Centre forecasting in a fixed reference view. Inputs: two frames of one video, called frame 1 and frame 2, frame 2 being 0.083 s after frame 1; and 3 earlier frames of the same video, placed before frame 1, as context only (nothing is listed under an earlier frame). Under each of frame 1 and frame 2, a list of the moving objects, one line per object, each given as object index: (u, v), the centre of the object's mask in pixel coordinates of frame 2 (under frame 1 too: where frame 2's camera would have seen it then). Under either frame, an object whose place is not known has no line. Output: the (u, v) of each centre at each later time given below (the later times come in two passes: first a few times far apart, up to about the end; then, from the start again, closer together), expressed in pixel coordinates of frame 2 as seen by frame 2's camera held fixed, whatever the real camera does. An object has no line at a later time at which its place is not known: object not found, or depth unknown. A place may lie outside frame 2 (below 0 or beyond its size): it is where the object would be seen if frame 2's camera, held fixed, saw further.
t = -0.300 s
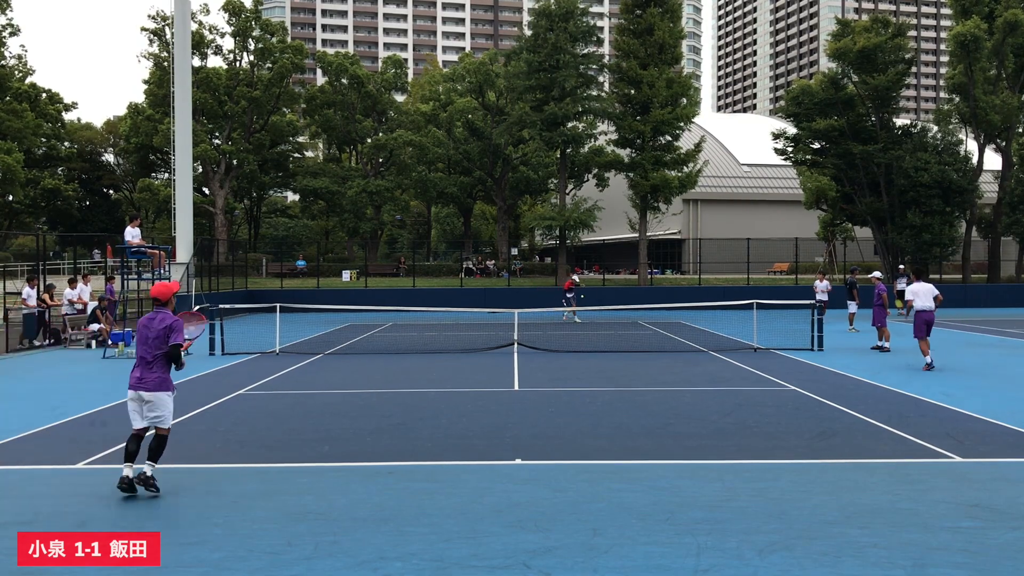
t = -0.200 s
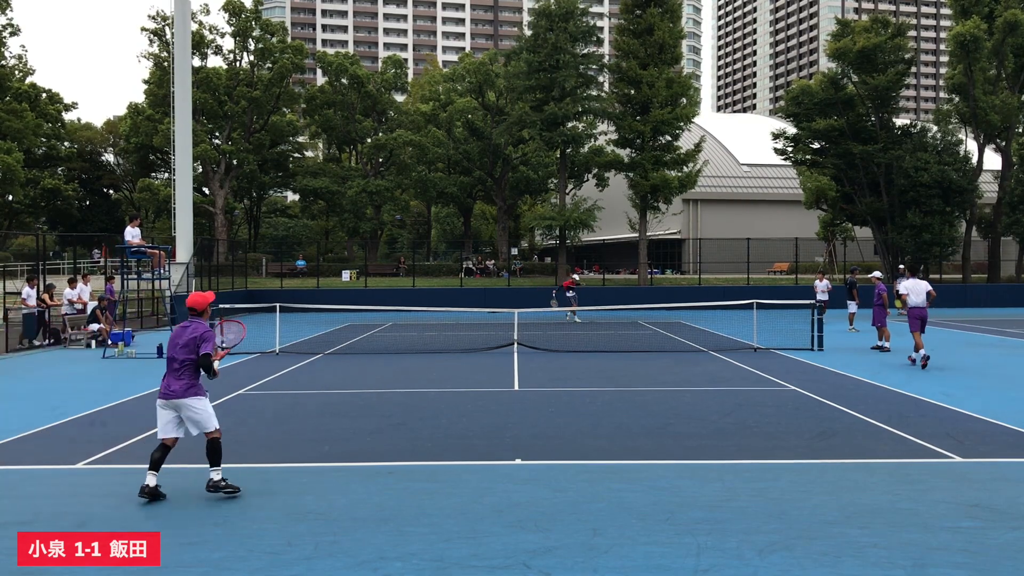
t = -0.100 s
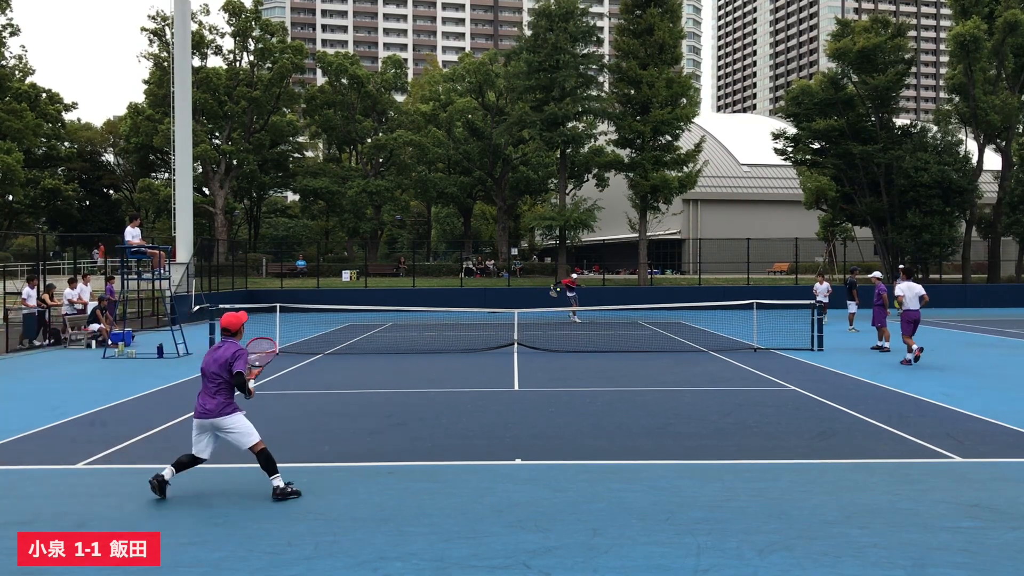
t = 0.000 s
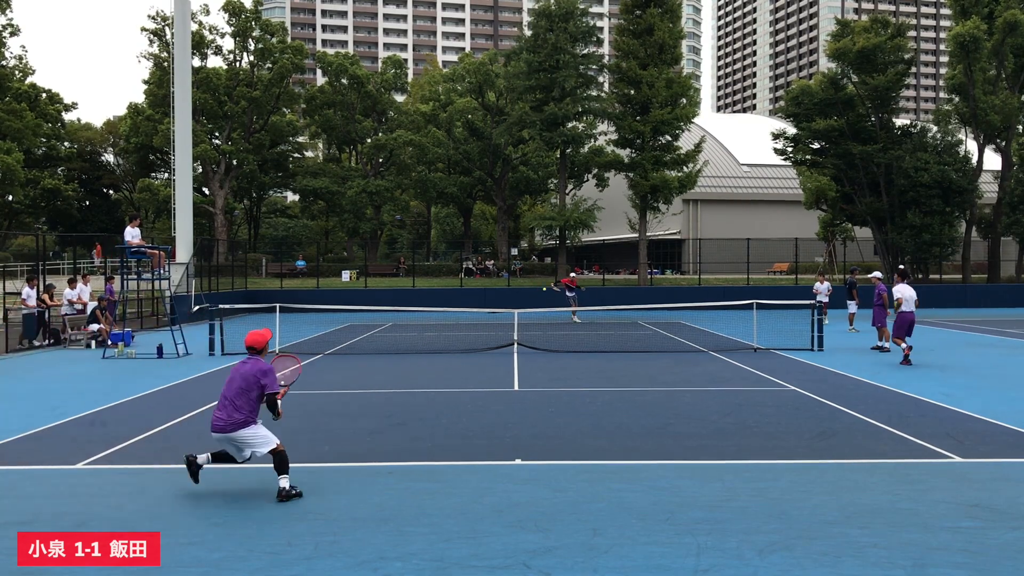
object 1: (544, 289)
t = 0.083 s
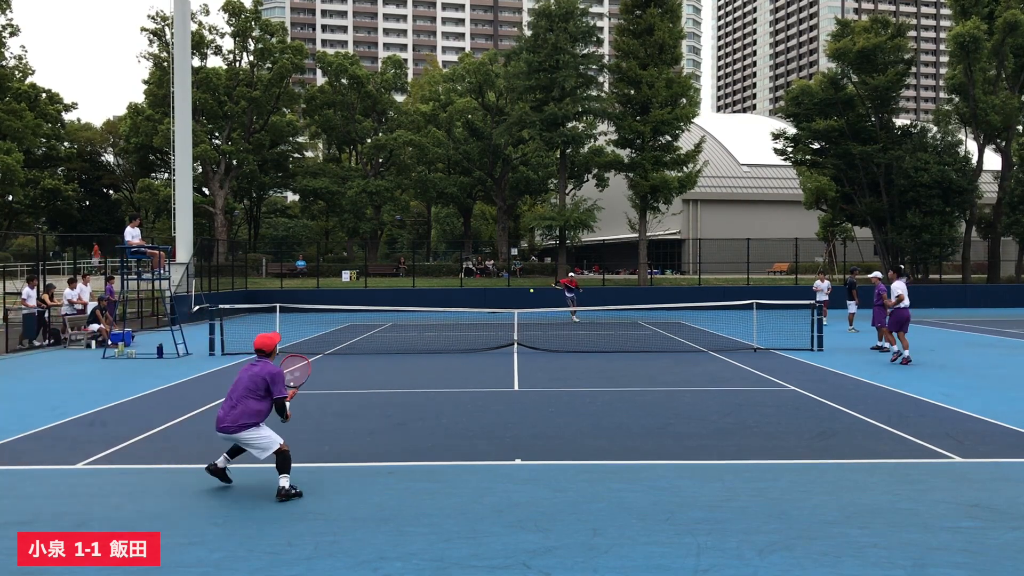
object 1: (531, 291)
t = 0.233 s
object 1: (505, 299)
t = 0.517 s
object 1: (441, 344)
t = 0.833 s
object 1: (352, 381)
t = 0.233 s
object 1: (505, 299)
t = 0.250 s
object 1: (502, 301)
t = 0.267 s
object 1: (499, 302)
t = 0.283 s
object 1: (495, 304)
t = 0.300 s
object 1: (492, 306)
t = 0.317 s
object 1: (488, 307)
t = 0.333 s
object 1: (485, 310)
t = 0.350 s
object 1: (481, 312)
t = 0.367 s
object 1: (477, 314)
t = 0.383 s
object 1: (474, 317)
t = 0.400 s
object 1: (470, 320)
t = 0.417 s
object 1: (466, 323)
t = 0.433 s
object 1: (462, 326)
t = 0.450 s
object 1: (458, 329)
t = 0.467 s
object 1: (454, 332)
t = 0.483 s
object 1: (449, 336)
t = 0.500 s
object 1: (445, 340)
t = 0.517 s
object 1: (441, 344)
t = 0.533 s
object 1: (436, 349)
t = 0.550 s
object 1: (432, 353)
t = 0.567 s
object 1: (427, 358)
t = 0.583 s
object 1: (421, 363)
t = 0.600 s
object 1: (416, 368)
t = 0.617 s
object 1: (411, 374)
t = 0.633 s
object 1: (406, 380)
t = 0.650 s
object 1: (400, 386)
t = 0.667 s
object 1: (395, 393)
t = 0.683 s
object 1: (390, 395)
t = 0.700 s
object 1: (386, 393)
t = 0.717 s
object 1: (382, 391)
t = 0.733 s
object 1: (378, 389)
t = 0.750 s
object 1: (374, 387)
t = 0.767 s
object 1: (370, 386)
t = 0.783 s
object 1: (365, 384)
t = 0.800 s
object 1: (361, 383)
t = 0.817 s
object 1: (356, 382)
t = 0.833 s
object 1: (352, 381)
